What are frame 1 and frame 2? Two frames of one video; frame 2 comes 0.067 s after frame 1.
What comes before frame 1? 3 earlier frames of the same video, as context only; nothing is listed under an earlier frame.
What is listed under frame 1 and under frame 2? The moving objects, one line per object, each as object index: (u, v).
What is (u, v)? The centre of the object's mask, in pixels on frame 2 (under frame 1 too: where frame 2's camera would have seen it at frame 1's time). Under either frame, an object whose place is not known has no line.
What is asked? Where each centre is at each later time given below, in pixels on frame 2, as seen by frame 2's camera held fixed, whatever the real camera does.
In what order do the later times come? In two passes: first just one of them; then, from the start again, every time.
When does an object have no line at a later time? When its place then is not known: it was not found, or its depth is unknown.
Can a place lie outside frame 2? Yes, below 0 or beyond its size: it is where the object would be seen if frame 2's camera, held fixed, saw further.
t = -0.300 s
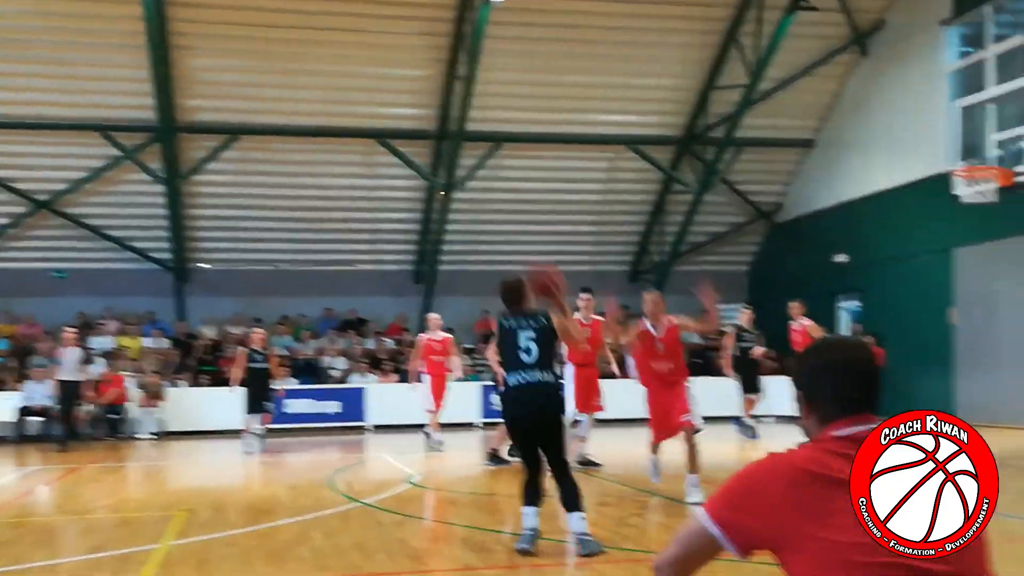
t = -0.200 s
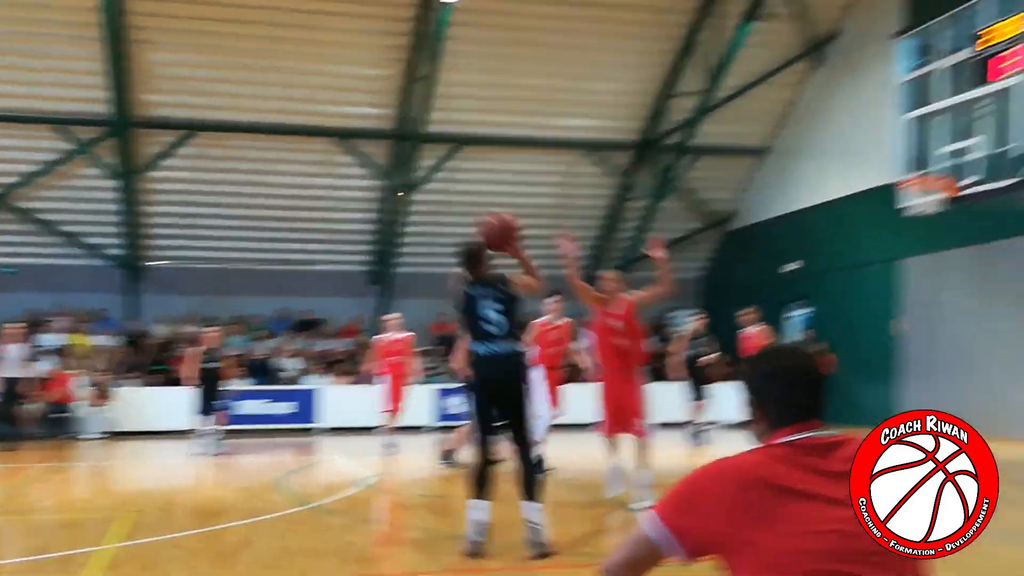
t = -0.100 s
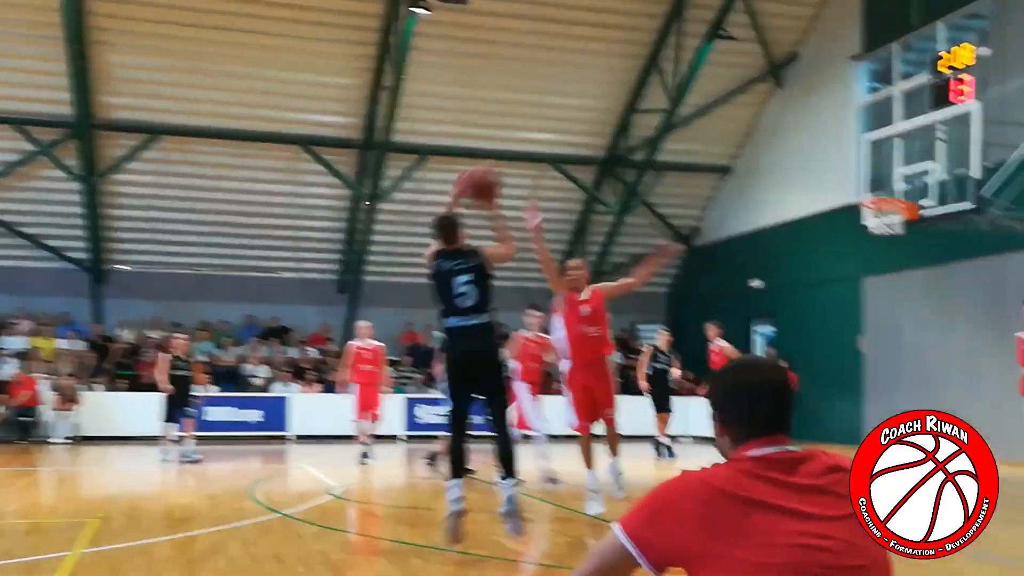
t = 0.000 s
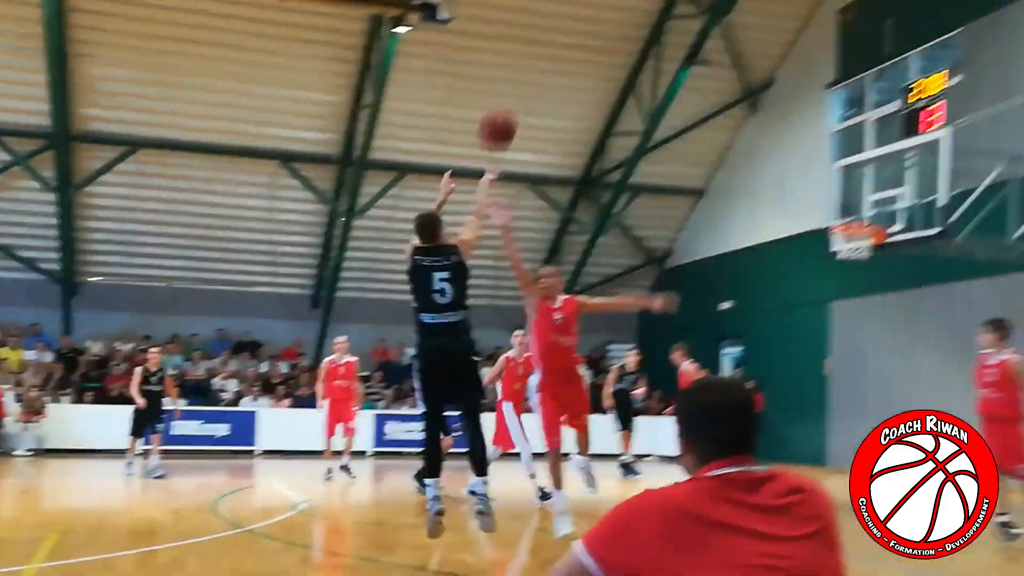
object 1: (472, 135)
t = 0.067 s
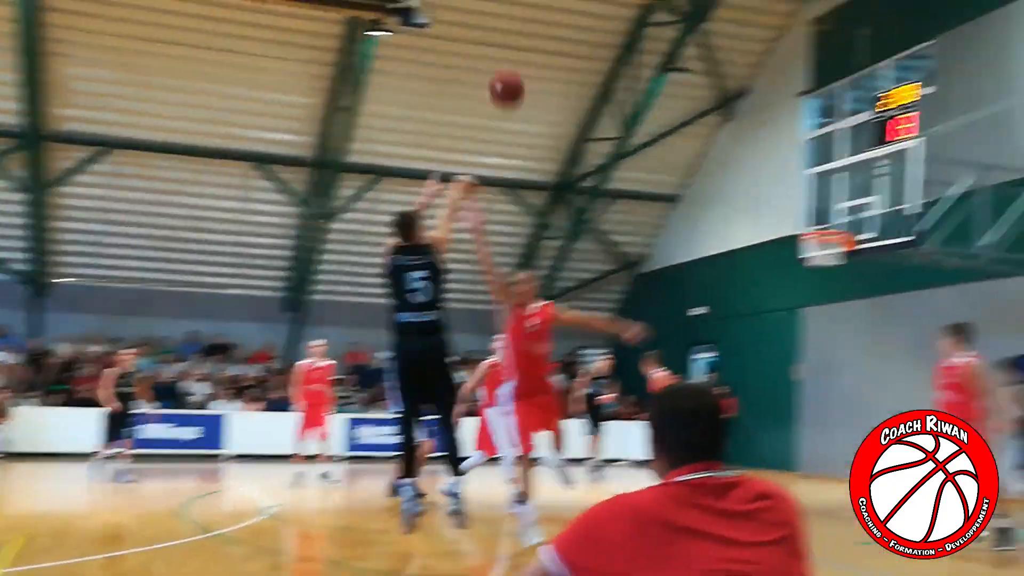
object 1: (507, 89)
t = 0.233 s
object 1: (576, 16)
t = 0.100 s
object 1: (520, 70)
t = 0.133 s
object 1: (536, 53)
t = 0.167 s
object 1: (550, 39)
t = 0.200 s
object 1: (563, 26)
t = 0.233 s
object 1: (576, 16)
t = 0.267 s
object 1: (587, 6)
